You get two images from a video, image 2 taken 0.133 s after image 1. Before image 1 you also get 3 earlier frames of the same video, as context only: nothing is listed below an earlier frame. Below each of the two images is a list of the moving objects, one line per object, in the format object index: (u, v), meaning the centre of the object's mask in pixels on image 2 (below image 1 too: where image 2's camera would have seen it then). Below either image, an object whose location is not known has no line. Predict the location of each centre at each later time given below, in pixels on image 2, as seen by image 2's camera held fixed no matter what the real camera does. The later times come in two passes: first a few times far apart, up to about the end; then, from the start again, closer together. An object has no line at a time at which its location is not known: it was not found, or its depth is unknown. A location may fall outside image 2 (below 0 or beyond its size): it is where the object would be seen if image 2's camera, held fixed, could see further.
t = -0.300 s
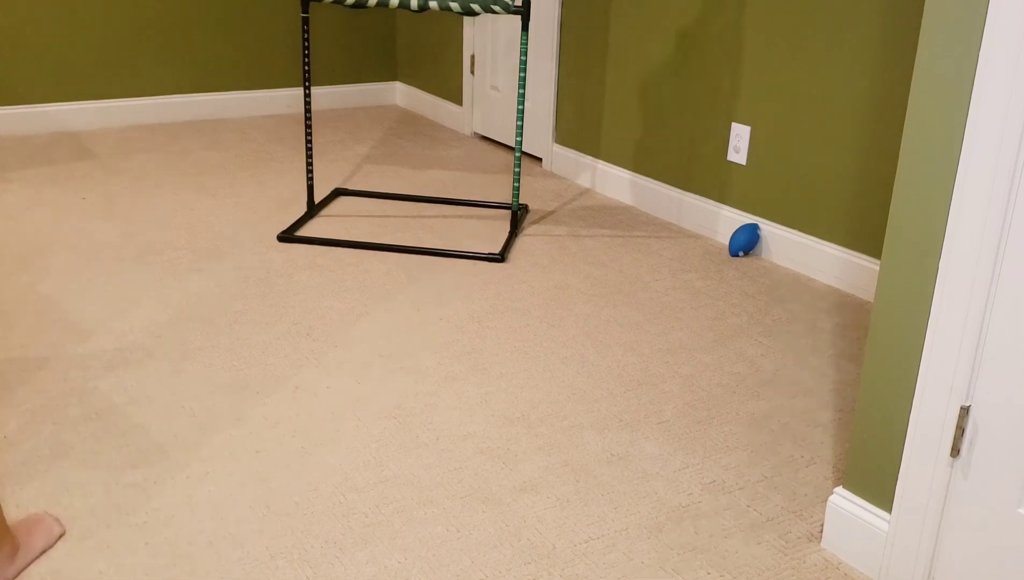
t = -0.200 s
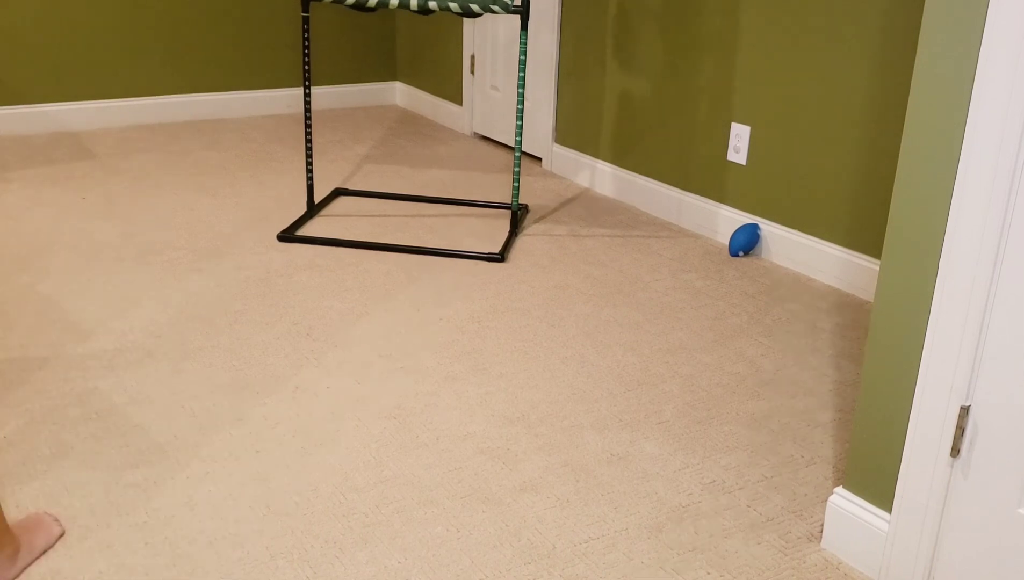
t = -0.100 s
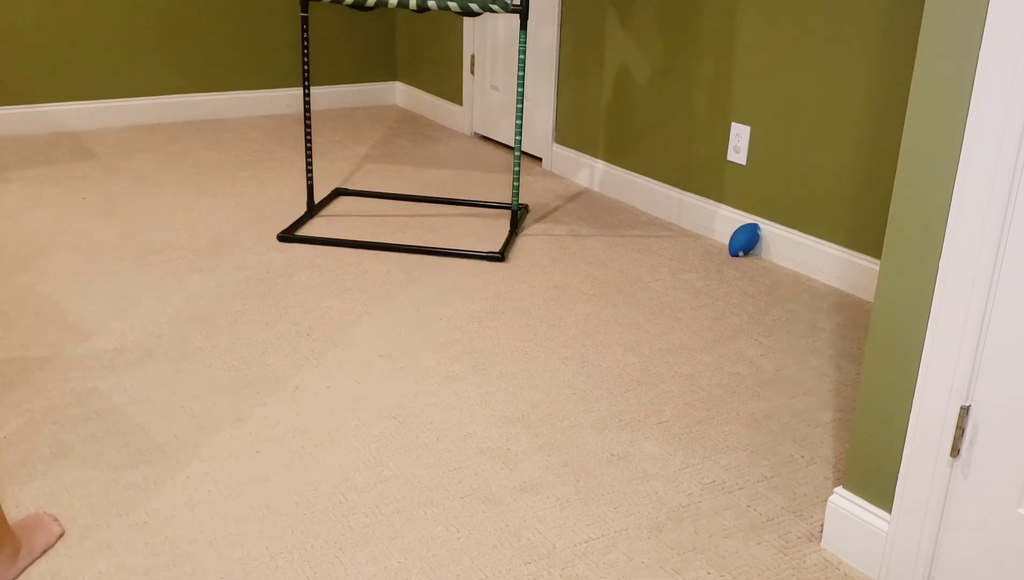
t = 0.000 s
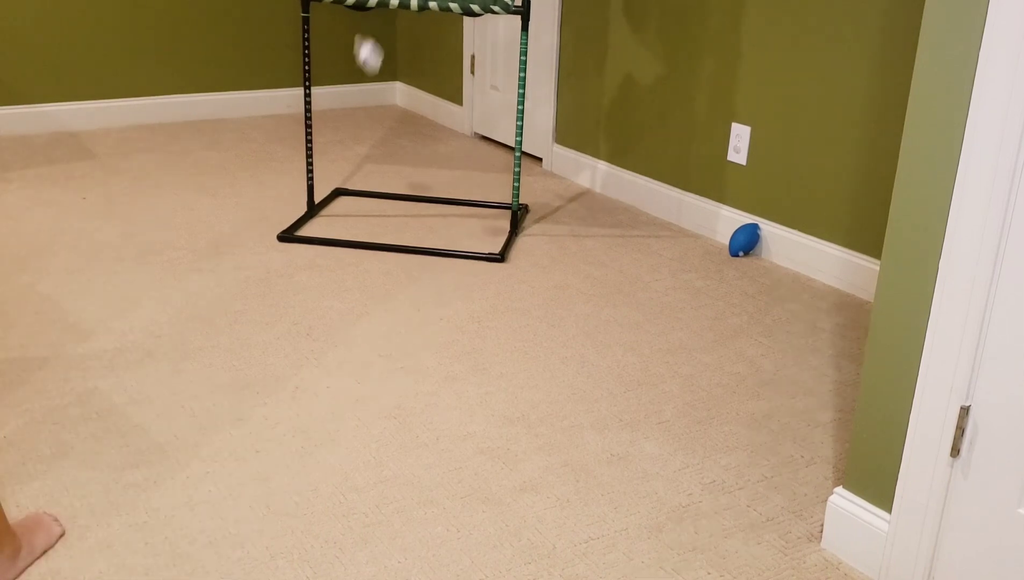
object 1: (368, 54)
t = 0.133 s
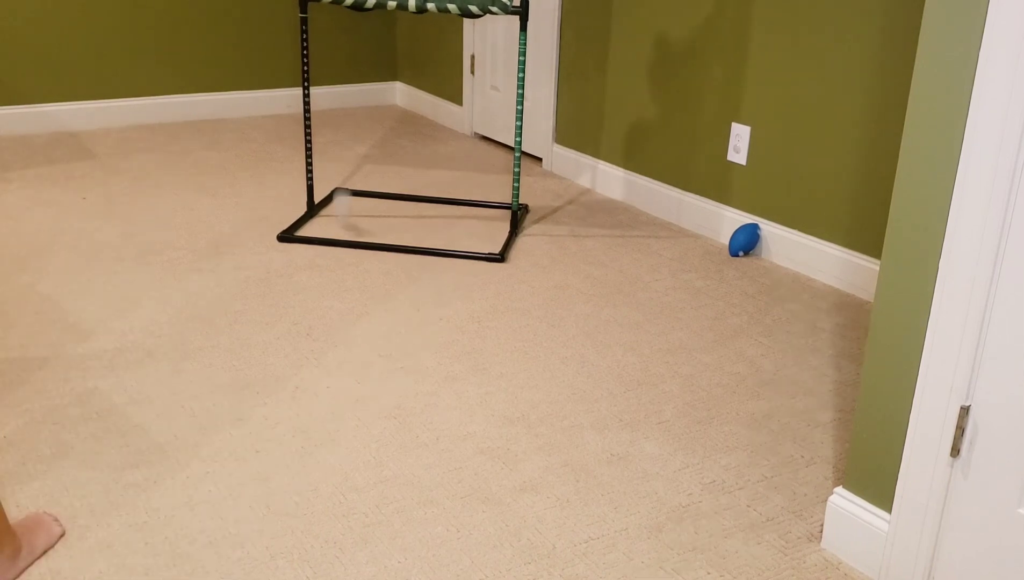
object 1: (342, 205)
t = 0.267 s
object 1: (315, 204)
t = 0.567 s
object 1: (275, 247)
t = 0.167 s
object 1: (335, 226)
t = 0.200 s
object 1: (326, 218)
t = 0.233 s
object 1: (322, 207)
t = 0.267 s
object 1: (315, 204)
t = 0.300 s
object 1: (311, 204)
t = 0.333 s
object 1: (305, 204)
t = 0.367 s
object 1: (298, 209)
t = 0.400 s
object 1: (291, 218)
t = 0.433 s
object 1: (285, 229)
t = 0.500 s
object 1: (279, 244)
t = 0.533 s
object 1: (275, 247)
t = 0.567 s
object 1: (275, 247)
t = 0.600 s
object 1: (274, 248)
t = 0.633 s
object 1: (273, 250)
